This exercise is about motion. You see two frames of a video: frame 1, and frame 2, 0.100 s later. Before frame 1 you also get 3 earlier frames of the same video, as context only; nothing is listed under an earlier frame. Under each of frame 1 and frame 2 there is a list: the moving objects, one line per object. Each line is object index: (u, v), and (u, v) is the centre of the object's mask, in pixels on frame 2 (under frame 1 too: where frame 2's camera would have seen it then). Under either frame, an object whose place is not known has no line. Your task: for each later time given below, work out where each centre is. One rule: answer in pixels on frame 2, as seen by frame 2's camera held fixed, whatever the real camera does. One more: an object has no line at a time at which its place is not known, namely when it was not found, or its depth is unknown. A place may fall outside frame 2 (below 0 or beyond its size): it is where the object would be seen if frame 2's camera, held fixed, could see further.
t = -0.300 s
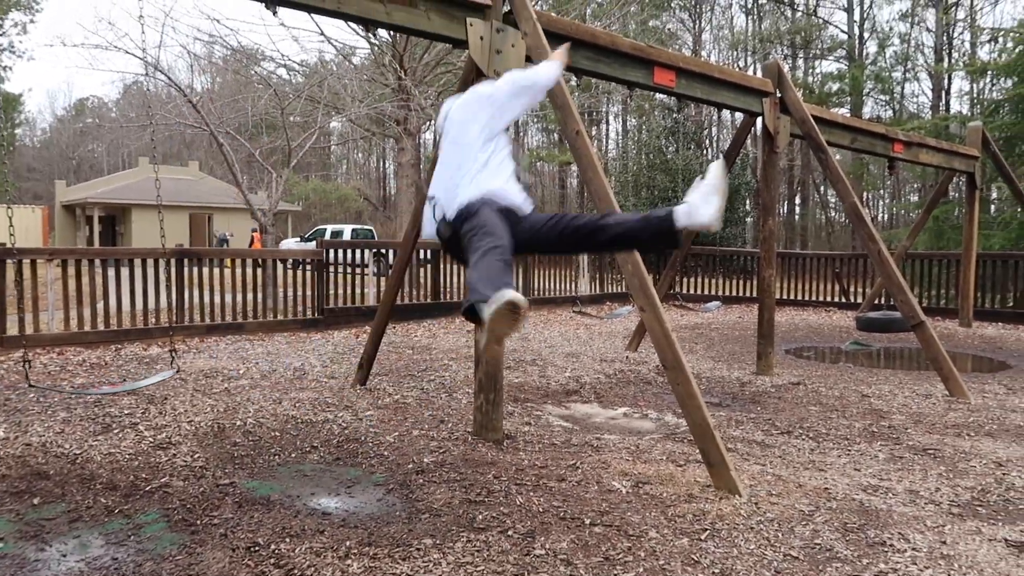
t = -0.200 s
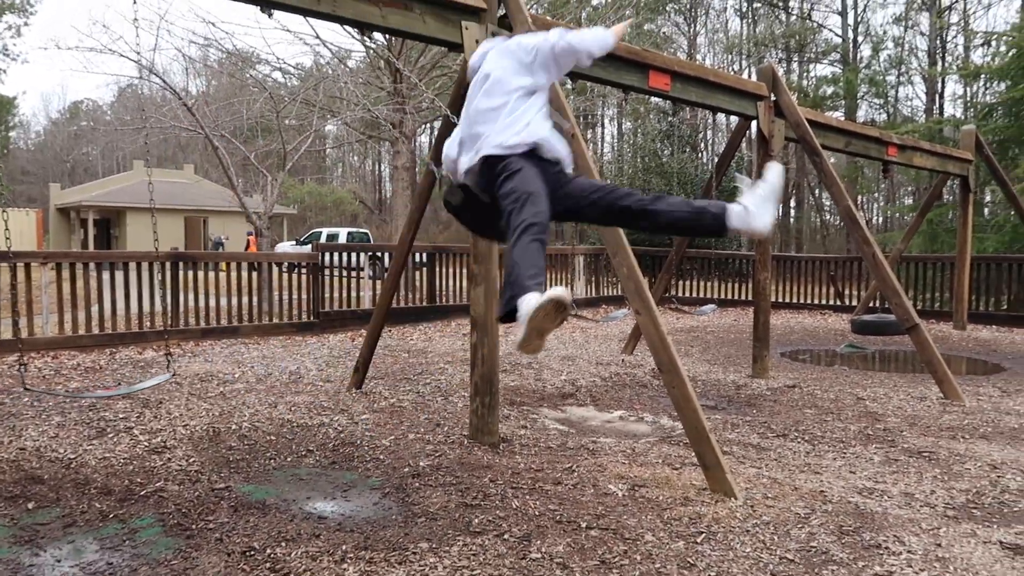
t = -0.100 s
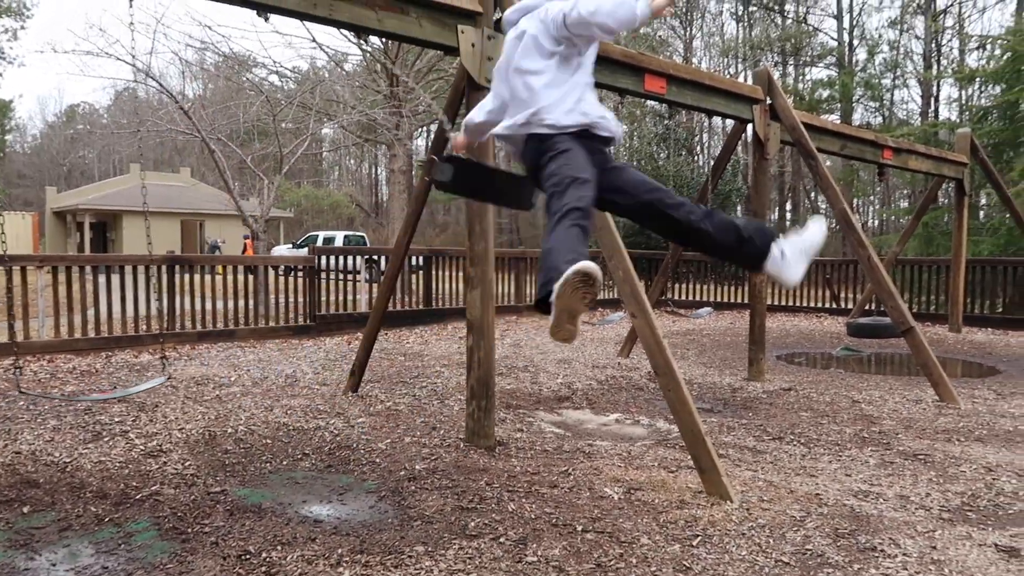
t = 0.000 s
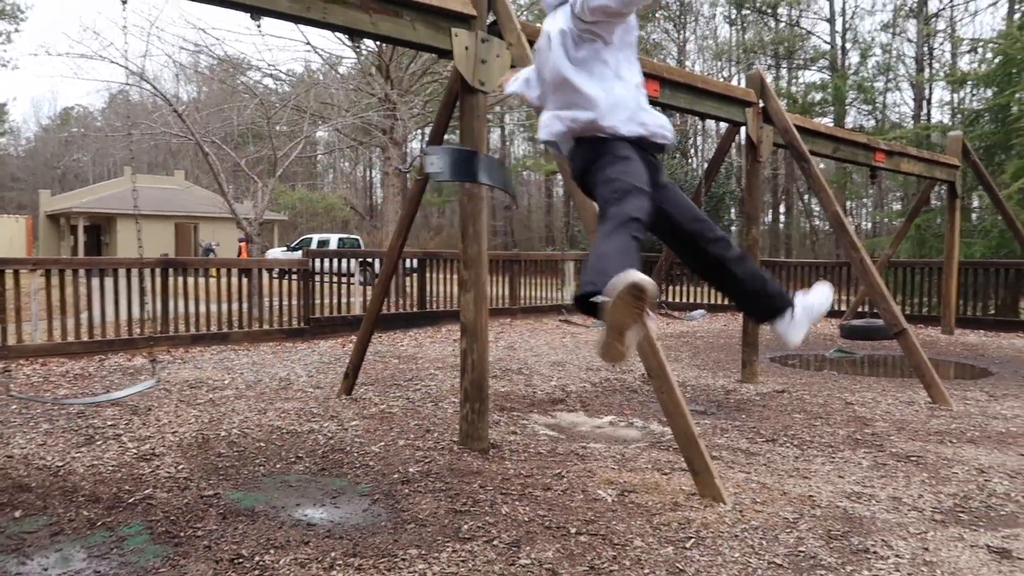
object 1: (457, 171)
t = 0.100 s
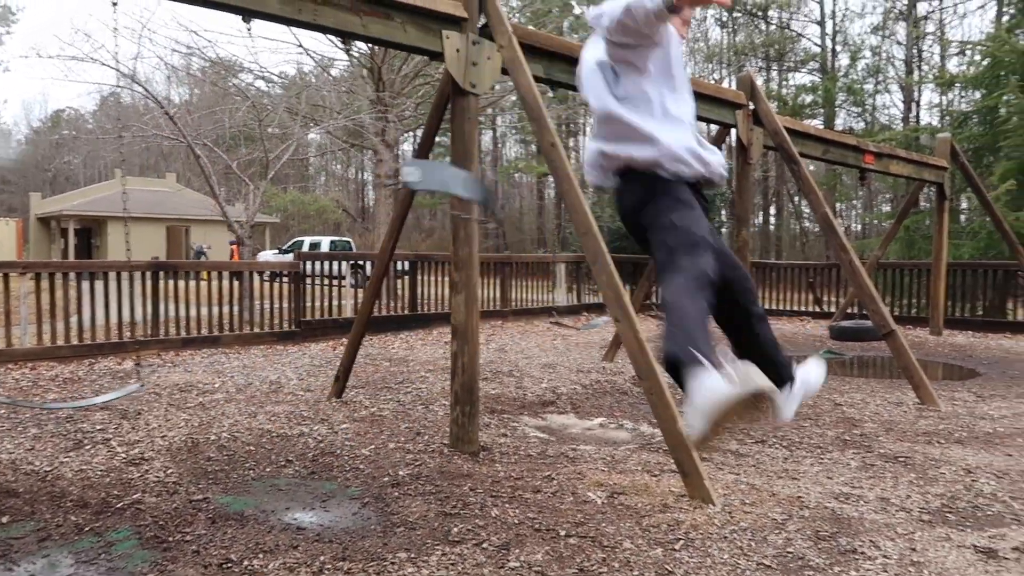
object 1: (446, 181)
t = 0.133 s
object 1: (443, 191)
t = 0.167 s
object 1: (438, 204)
